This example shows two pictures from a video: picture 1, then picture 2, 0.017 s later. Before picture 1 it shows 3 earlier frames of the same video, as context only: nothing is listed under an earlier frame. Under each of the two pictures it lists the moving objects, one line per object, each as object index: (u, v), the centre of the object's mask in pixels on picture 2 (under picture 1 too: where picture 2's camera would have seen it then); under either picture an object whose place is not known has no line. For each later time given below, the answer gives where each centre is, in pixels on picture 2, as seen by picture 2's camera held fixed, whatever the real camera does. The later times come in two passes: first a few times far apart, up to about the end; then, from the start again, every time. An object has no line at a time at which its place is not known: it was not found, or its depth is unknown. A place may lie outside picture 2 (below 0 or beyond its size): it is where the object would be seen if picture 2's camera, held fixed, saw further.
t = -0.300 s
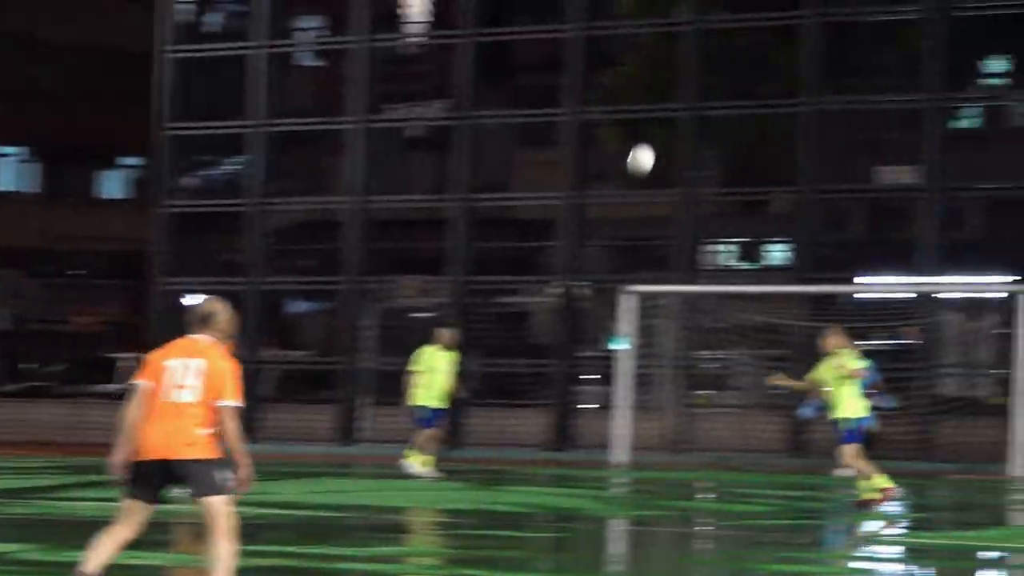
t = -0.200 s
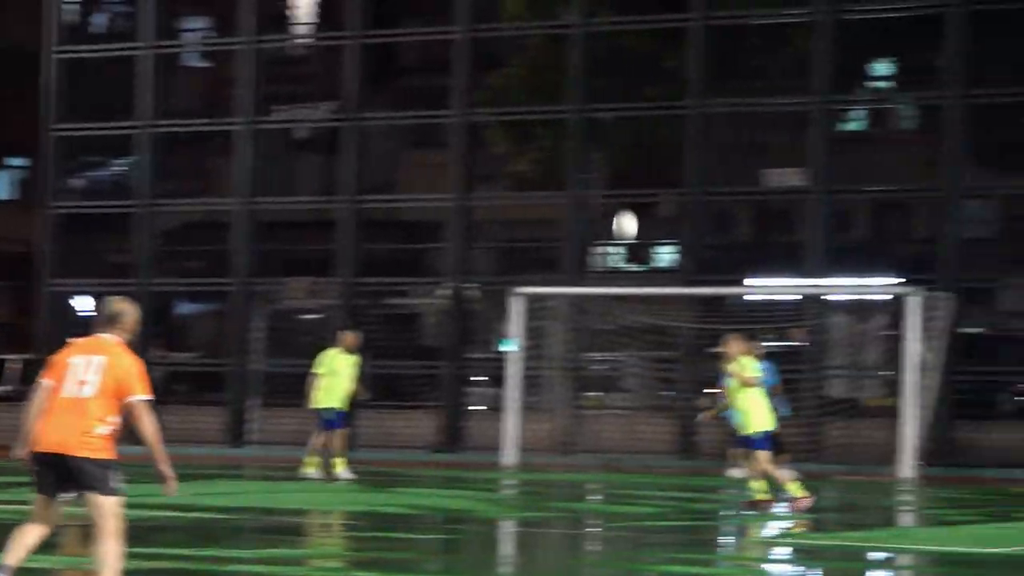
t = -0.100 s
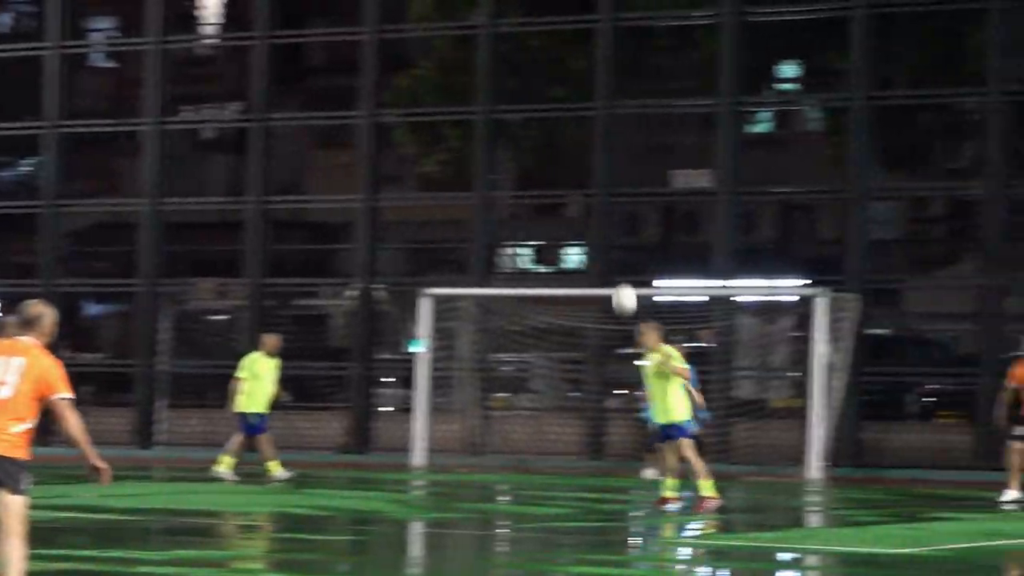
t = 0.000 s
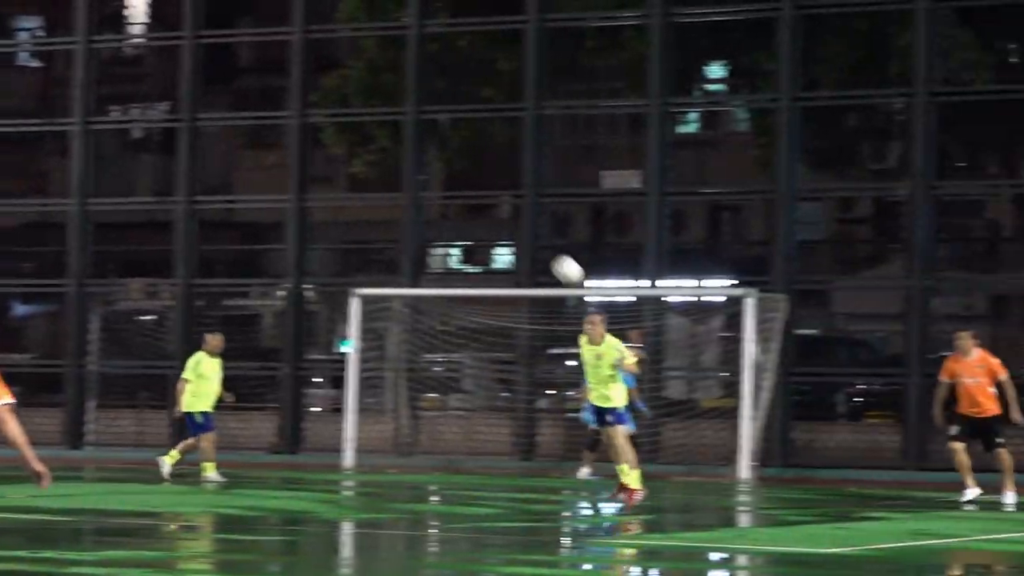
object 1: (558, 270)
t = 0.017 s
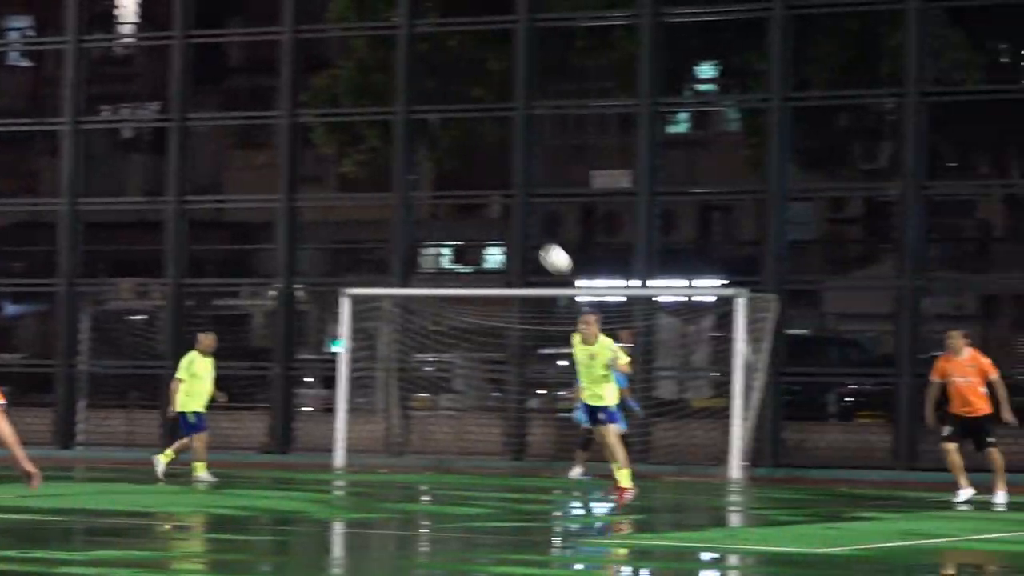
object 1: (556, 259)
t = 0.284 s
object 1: (505, 117)
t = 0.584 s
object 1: (430, 47)
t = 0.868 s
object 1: (329, 105)
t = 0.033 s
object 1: (552, 249)
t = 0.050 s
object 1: (549, 238)
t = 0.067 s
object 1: (547, 228)
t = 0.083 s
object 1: (544, 218)
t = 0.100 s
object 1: (541, 208)
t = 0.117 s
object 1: (538, 199)
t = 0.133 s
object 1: (534, 189)
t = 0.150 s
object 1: (532, 180)
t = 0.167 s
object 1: (528, 171)
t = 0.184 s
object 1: (525, 163)
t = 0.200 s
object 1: (522, 155)
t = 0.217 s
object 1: (519, 147)
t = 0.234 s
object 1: (515, 139)
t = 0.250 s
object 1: (512, 131)
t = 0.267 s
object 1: (508, 124)
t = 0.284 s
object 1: (505, 117)
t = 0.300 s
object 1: (501, 111)
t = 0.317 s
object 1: (497, 104)
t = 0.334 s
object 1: (494, 98)
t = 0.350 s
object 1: (491, 92)
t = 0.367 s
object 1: (487, 87)
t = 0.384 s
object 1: (483, 81)
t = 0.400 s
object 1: (479, 77)
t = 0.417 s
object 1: (475, 72)
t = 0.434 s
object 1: (471, 68)
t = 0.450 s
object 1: (467, 64)
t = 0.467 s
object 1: (462, 61)
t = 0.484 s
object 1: (458, 58)
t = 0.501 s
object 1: (453, 55)
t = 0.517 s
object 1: (449, 53)
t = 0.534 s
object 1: (444, 51)
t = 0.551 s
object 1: (439, 49)
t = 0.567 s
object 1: (435, 48)
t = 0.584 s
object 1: (430, 47)
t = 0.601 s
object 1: (425, 47)
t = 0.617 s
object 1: (420, 47)
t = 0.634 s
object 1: (414, 48)
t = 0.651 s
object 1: (409, 48)
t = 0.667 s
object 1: (404, 50)
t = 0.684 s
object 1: (398, 51)
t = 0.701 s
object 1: (392, 54)
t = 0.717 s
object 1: (387, 56)
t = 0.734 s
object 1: (381, 59)
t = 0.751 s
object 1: (375, 63)
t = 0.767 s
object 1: (369, 68)
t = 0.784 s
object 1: (363, 72)
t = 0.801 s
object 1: (356, 78)
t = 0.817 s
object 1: (350, 84)
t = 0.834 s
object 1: (344, 90)
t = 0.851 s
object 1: (336, 97)
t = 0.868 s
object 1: (329, 105)
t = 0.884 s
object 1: (322, 113)
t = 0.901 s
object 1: (315, 121)
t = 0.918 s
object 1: (308, 130)
